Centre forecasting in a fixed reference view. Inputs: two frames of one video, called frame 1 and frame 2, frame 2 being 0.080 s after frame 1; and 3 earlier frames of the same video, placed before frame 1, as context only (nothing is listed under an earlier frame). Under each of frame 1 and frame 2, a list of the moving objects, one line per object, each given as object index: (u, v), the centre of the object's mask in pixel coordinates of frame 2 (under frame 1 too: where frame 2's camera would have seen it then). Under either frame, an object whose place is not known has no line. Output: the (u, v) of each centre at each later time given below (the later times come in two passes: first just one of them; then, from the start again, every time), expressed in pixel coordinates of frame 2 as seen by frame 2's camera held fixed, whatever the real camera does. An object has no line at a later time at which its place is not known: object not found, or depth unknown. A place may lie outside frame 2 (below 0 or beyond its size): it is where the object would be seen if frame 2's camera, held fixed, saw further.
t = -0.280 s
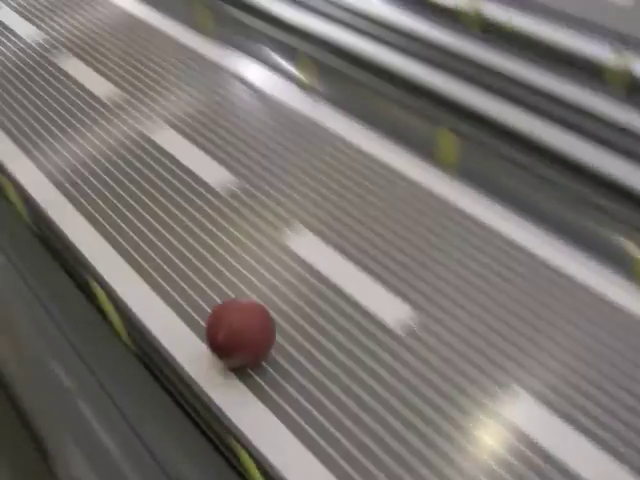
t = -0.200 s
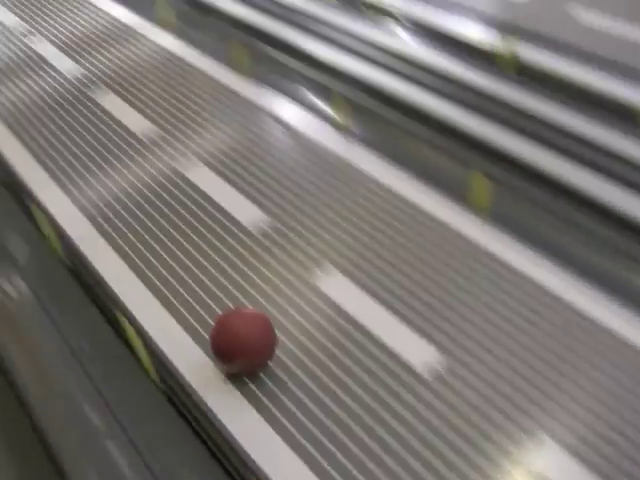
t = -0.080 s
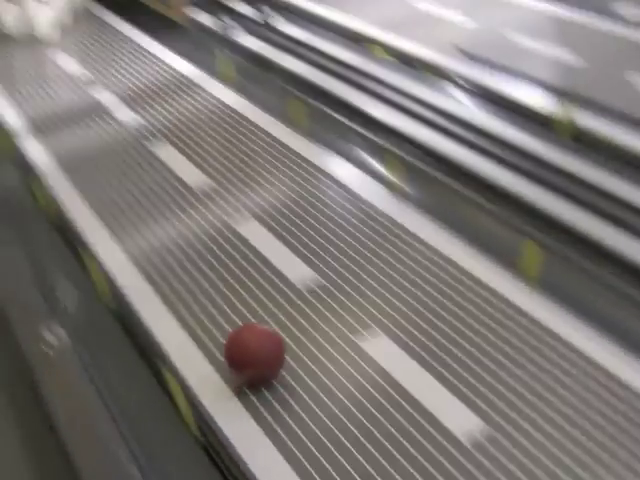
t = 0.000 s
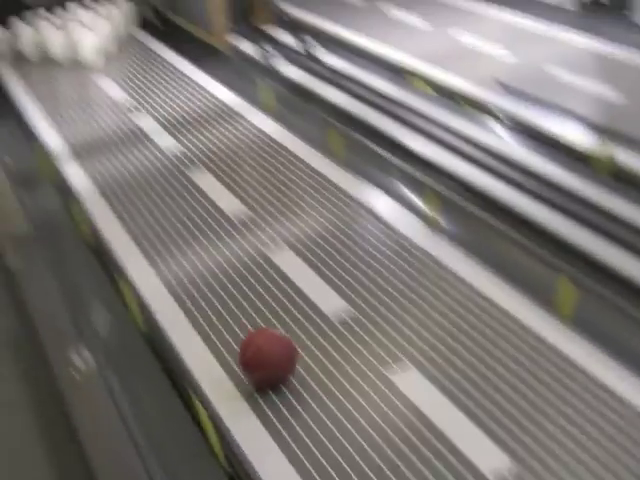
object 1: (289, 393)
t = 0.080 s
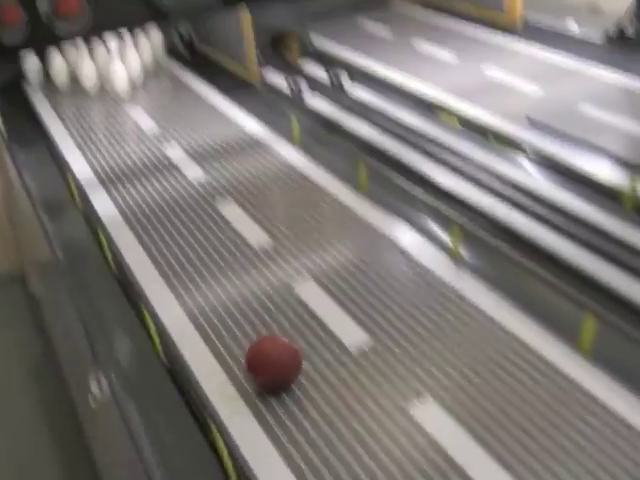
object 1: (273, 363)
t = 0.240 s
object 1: (248, 317)
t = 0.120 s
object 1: (266, 349)
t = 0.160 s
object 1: (259, 339)
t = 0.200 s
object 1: (252, 326)
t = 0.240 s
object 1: (248, 317)
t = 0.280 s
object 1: (242, 307)
